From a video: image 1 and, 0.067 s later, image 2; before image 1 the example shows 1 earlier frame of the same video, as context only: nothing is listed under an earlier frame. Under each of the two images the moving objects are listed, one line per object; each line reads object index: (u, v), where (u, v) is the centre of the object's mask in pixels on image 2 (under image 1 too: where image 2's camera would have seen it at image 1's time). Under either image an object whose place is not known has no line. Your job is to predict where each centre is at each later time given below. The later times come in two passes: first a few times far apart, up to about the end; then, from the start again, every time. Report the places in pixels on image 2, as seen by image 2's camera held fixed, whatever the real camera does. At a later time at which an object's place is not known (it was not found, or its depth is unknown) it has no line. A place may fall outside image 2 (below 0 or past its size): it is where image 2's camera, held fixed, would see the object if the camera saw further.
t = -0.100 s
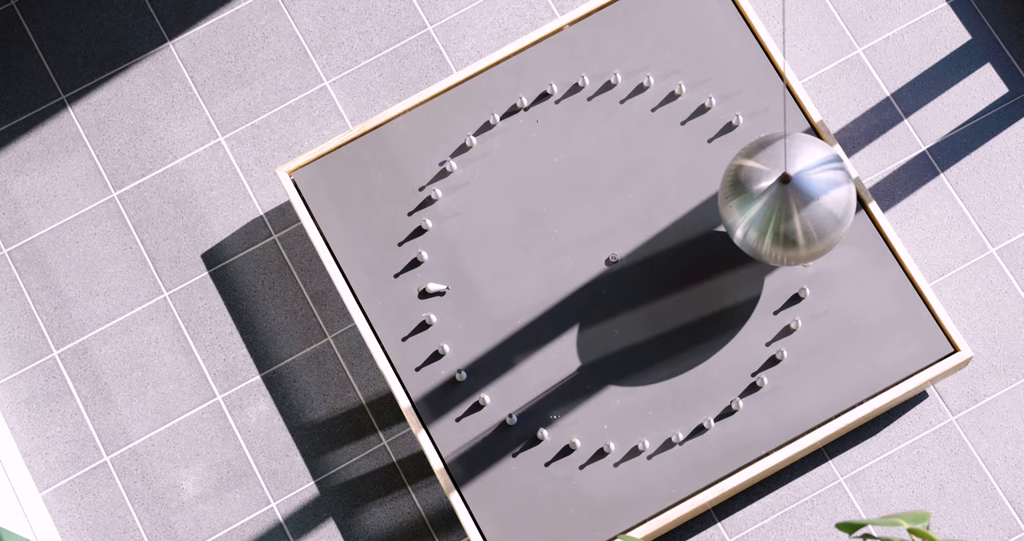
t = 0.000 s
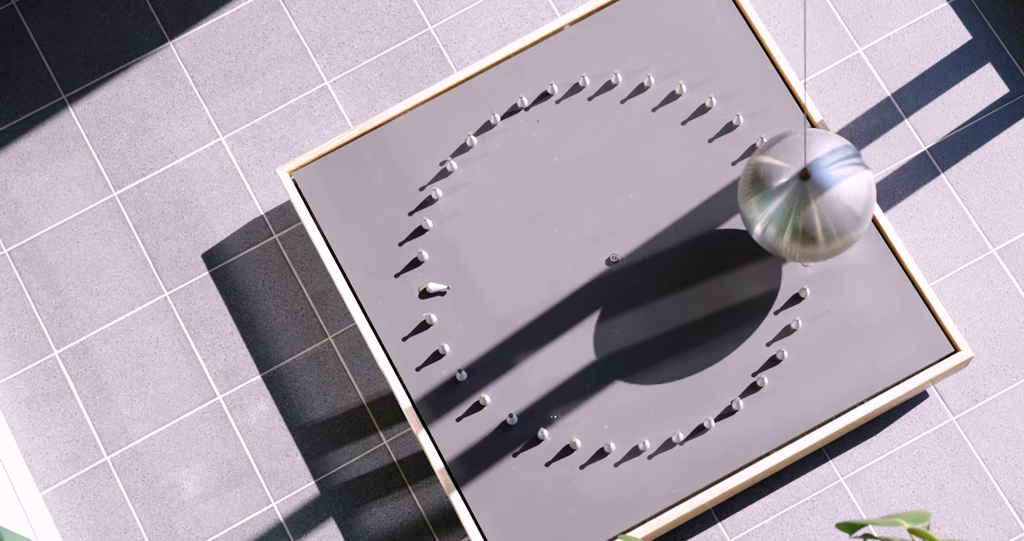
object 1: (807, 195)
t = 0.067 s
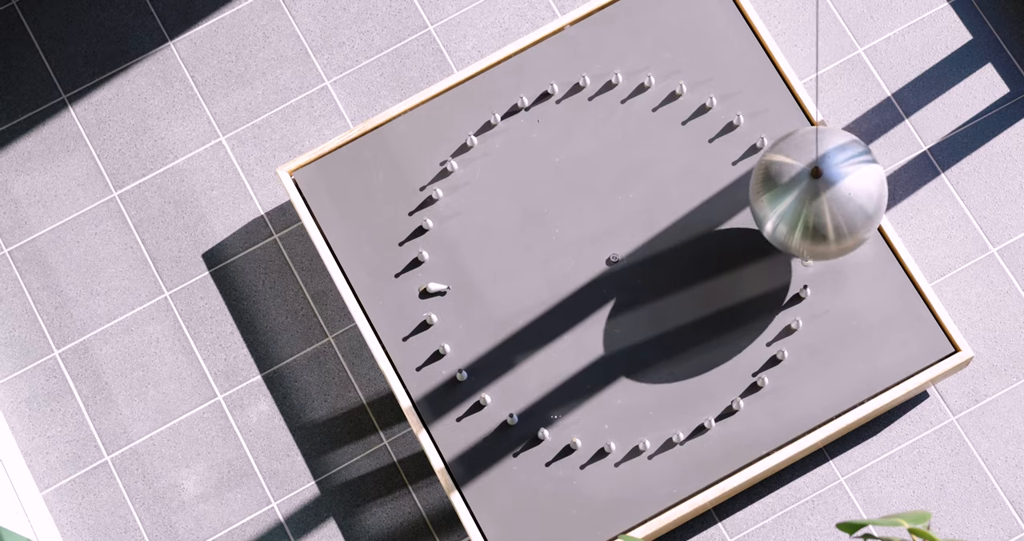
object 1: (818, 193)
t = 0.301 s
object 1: (844, 188)
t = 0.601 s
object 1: (849, 187)
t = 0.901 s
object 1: (820, 192)
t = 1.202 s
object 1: (761, 202)
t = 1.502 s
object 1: (681, 215)
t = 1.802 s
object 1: (594, 228)
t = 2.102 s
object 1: (511, 240)
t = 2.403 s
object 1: (442, 251)
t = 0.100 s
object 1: (823, 192)
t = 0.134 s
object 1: (827, 192)
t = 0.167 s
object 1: (831, 191)
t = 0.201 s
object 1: (835, 190)
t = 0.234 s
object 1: (838, 189)
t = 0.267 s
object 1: (841, 189)
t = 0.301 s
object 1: (844, 188)
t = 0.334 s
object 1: (846, 188)
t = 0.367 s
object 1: (848, 187)
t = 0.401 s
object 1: (849, 187)
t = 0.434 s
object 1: (850, 186)
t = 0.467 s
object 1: (851, 186)
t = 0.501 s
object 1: (851, 186)
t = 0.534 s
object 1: (851, 187)
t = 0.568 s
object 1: (850, 187)
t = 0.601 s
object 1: (849, 187)
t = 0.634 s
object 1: (848, 188)
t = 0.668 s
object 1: (846, 188)
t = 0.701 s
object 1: (843, 188)
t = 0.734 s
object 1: (840, 188)
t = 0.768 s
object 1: (837, 189)
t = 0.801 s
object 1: (833, 190)
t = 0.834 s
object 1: (829, 191)
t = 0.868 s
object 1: (825, 192)
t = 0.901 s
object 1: (820, 192)
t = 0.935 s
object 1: (815, 193)
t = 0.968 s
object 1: (809, 194)
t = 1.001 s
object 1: (804, 195)
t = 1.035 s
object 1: (797, 196)
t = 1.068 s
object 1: (791, 197)
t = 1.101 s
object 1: (784, 198)
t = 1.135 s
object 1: (777, 199)
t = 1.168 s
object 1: (769, 200)
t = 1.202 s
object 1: (761, 202)
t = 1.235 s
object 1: (752, 203)
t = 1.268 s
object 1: (744, 205)
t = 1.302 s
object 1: (736, 207)
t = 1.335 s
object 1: (727, 207)
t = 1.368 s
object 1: (718, 209)
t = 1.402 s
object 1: (709, 210)
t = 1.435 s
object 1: (700, 211)
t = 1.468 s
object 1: (691, 213)
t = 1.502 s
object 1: (681, 215)
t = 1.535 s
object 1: (672, 216)
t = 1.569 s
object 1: (662, 218)
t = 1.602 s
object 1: (652, 219)
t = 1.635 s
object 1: (643, 220)
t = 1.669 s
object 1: (633, 222)
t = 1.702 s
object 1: (623, 223)
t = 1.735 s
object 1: (614, 225)
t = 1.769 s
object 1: (604, 226)
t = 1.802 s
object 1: (594, 228)
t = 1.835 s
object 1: (585, 229)
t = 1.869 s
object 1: (575, 231)
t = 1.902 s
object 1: (566, 232)
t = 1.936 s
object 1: (556, 234)
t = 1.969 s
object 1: (547, 235)
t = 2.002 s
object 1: (539, 237)
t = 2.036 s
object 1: (530, 238)
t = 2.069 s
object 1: (521, 239)
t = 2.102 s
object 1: (511, 240)
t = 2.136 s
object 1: (503, 242)
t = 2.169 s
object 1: (494, 243)
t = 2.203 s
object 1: (485, 243)
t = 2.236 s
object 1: (478, 245)
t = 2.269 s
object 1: (470, 246)
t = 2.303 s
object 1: (463, 248)
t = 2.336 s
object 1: (456, 249)
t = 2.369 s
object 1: (449, 250)
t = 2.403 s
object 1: (442, 251)
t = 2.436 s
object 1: (436, 252)
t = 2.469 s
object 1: (430, 253)
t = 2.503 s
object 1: (424, 254)
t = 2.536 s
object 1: (419, 255)
